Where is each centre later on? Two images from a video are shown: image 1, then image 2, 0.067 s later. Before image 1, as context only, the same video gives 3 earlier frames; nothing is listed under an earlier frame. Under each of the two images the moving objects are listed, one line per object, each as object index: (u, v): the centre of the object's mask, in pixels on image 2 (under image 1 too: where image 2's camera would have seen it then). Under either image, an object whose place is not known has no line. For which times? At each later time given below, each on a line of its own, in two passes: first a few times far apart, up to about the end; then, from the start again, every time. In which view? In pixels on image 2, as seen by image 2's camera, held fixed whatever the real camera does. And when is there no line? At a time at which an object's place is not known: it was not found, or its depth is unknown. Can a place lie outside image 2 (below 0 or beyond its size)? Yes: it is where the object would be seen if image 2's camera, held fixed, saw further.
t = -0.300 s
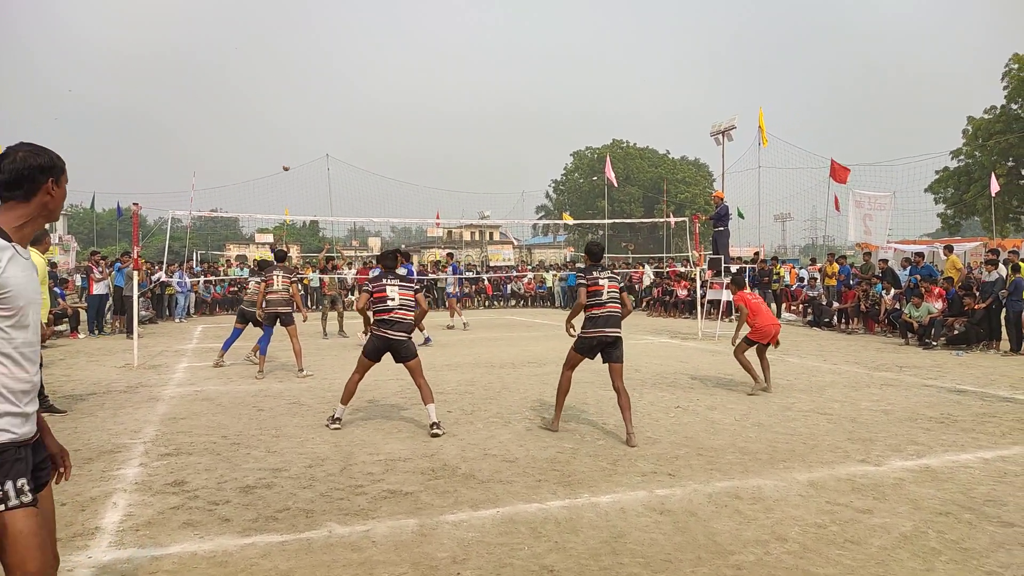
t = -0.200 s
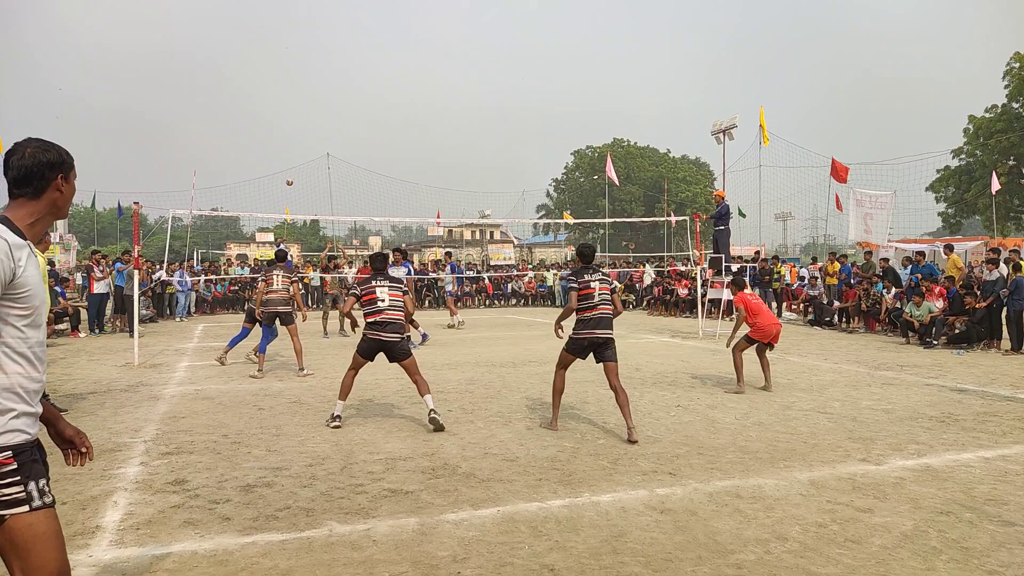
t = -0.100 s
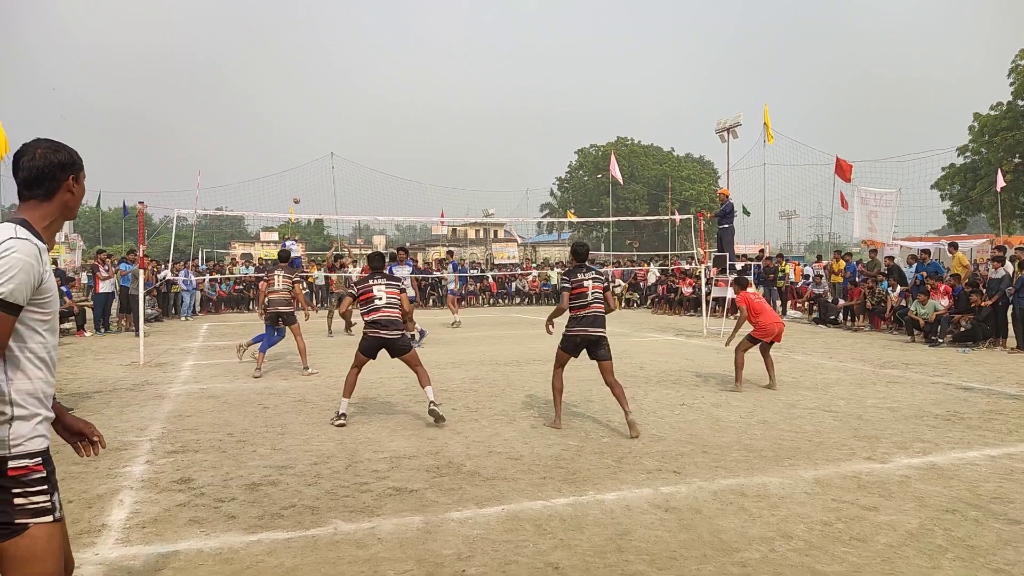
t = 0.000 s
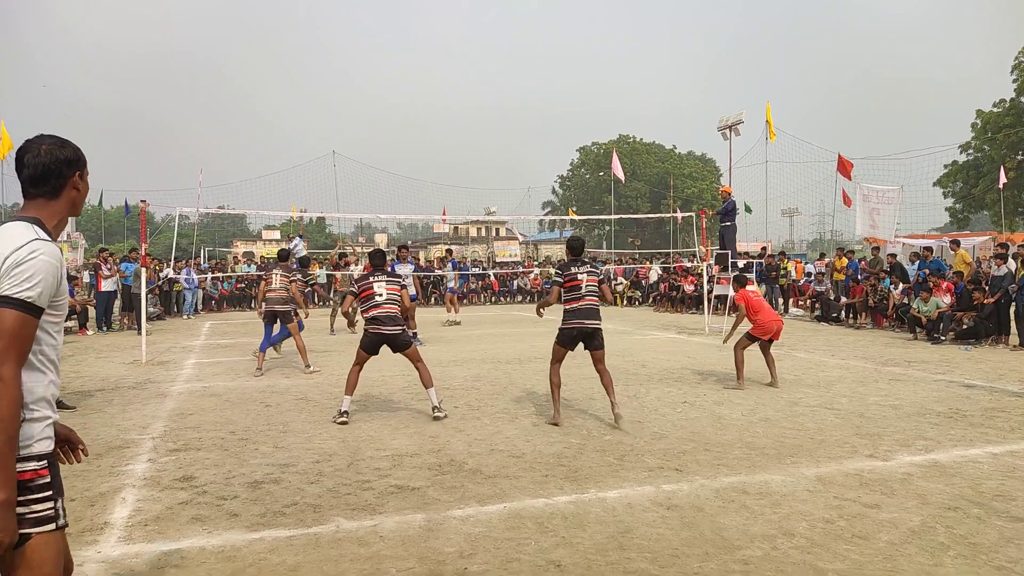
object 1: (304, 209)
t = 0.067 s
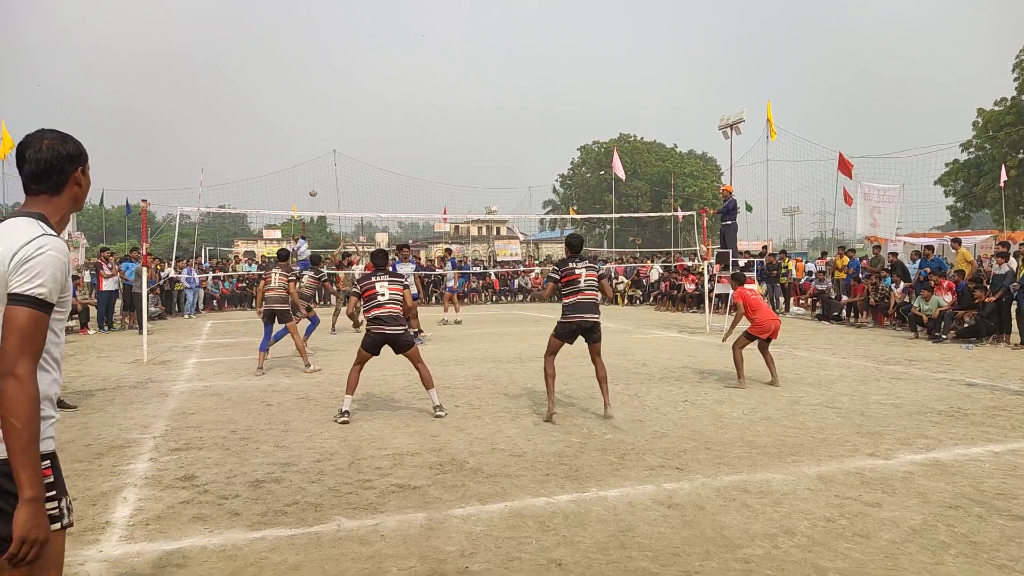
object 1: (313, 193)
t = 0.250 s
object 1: (343, 151)
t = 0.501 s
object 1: (397, 110)
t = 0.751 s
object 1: (477, 103)
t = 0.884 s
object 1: (536, 121)
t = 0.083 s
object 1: (315, 189)
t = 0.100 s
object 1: (318, 185)
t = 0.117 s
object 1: (320, 181)
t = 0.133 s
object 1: (323, 177)
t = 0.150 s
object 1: (326, 173)
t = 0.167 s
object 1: (329, 169)
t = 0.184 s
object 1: (331, 165)
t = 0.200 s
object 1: (334, 161)
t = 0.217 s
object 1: (337, 158)
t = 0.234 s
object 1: (339, 154)
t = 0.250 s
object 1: (343, 151)
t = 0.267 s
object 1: (346, 147)
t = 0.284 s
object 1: (349, 144)
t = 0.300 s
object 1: (352, 141)
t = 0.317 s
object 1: (356, 137)
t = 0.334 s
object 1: (359, 135)
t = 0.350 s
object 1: (363, 131)
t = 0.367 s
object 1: (366, 129)
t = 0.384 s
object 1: (370, 126)
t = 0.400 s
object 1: (373, 124)
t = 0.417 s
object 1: (377, 121)
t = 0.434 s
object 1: (380, 118)
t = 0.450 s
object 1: (384, 116)
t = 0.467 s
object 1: (388, 114)
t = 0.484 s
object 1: (393, 112)
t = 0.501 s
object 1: (397, 110)
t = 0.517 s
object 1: (402, 108)
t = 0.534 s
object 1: (406, 107)
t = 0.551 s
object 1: (410, 106)
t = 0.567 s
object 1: (415, 105)
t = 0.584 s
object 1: (420, 103)
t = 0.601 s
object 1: (425, 102)
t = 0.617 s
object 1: (430, 102)
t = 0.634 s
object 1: (435, 101)
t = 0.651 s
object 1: (441, 101)
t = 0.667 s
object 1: (446, 100)
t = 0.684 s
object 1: (452, 100)
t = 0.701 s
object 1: (458, 100)
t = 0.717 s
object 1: (464, 101)
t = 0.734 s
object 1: (470, 102)
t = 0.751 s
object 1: (477, 103)
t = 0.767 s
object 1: (484, 104)
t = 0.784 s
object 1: (491, 105)
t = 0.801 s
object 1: (498, 107)
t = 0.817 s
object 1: (505, 110)
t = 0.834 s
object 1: (512, 112)
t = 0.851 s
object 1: (520, 114)
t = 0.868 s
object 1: (528, 118)
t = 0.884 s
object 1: (536, 121)
